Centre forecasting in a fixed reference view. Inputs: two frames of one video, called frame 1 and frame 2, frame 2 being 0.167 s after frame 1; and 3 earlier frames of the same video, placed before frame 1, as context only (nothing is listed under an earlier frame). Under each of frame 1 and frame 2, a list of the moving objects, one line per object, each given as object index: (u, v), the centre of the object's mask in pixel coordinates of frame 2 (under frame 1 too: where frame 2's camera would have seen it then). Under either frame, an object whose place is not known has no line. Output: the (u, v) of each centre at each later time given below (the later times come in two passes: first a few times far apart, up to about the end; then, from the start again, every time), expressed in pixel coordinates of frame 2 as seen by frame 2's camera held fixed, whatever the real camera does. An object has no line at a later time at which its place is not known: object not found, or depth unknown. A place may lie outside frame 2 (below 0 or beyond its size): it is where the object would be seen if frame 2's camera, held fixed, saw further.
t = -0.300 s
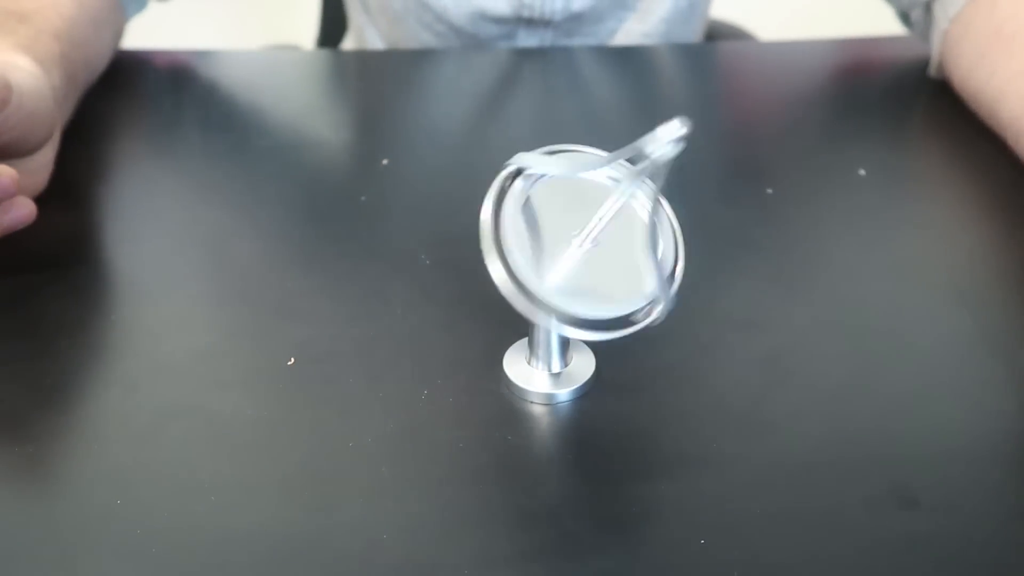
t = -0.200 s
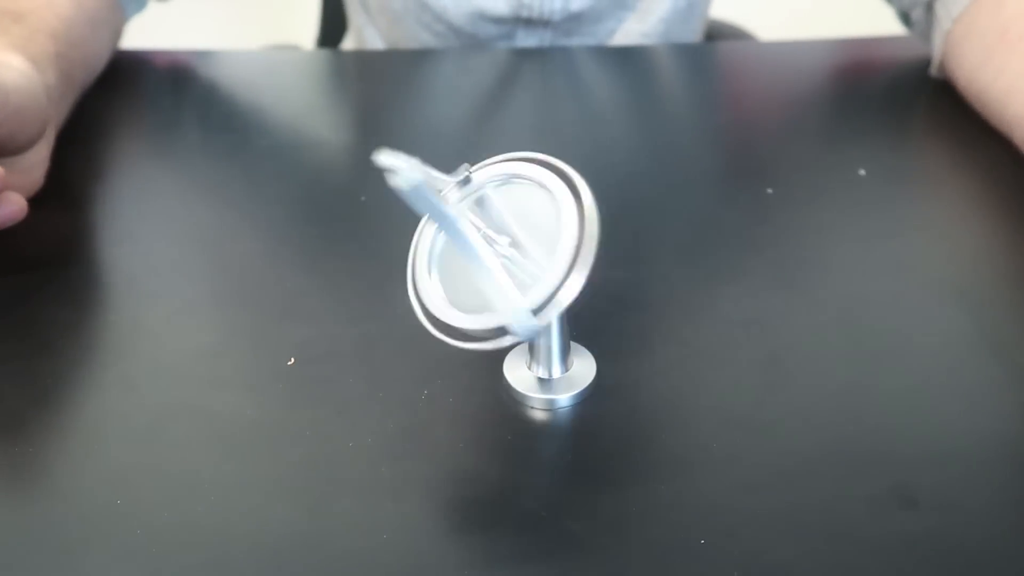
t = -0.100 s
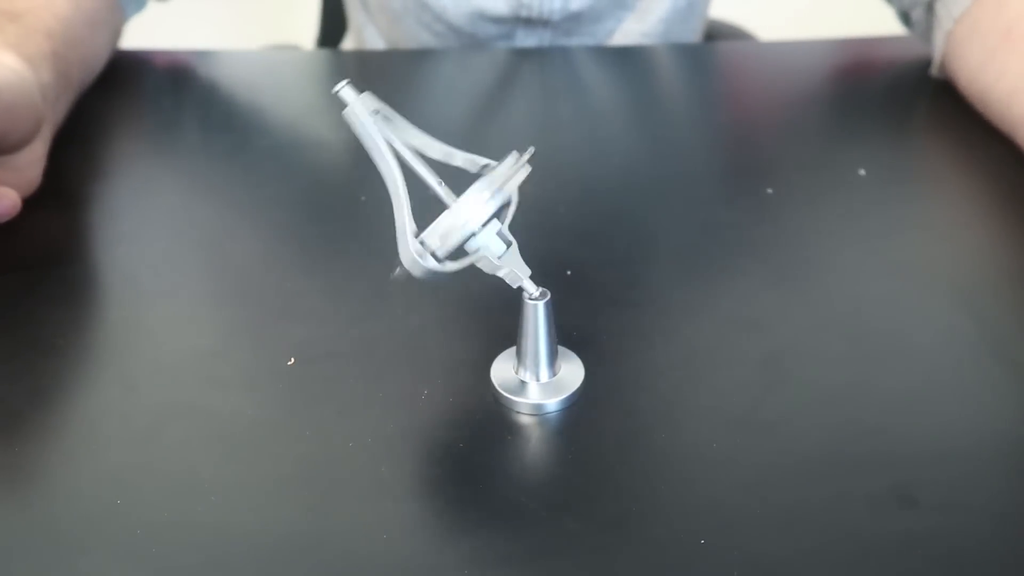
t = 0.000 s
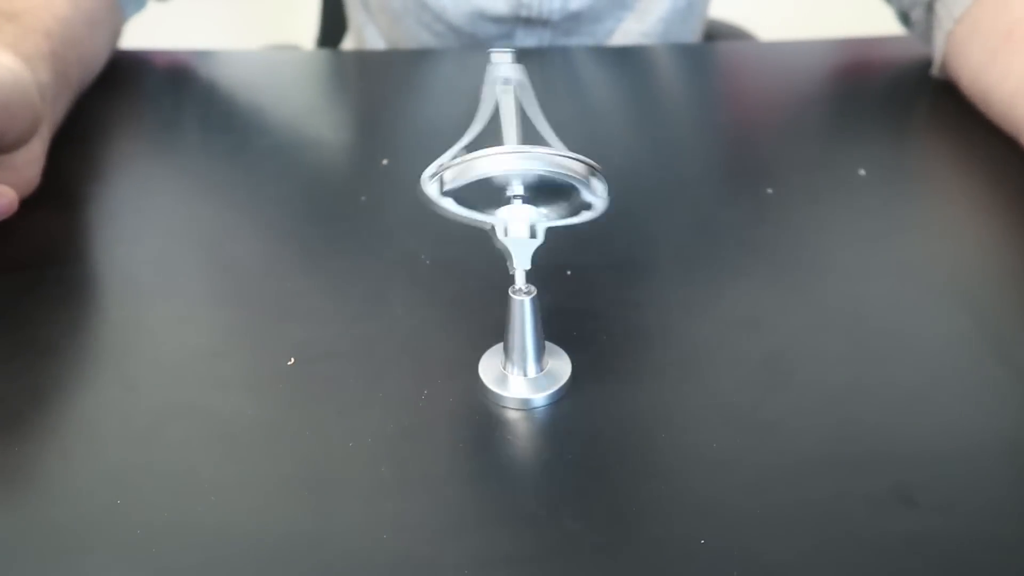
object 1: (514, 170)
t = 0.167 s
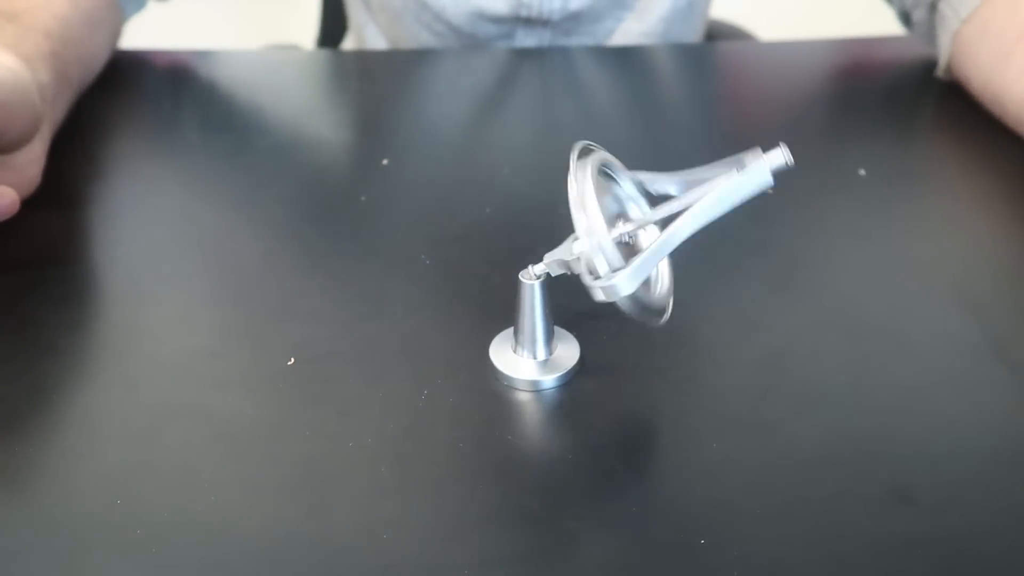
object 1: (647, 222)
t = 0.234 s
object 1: (610, 266)
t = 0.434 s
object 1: (413, 259)
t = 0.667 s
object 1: (571, 203)
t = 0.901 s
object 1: (592, 310)
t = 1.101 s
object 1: (402, 284)
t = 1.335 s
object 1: (549, 215)
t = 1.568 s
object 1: (656, 320)
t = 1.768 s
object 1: (469, 310)
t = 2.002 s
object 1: (592, 215)
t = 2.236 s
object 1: (699, 311)
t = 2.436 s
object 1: (565, 347)
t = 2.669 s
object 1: (451, 288)
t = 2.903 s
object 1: (538, 220)
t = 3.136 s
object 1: (613, 217)
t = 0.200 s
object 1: (635, 246)
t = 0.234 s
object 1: (610, 266)
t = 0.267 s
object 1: (578, 260)
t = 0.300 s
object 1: (549, 291)
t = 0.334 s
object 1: (515, 294)
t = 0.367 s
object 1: (465, 287)
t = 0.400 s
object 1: (428, 274)
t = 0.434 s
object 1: (413, 259)
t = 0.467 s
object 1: (414, 243)
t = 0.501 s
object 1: (424, 228)
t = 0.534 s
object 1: (446, 215)
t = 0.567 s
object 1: (477, 207)
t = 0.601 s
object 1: (508, 201)
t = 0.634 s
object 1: (541, 199)
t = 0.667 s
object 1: (571, 203)
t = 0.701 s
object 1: (599, 210)
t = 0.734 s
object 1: (625, 222)
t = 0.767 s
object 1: (648, 237)
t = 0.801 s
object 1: (658, 259)
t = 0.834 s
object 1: (651, 280)
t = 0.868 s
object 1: (631, 296)
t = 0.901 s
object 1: (592, 310)
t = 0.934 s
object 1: (556, 314)
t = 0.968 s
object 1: (527, 317)
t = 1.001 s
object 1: (492, 319)
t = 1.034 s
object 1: (452, 313)
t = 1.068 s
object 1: (421, 302)
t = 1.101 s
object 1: (402, 284)
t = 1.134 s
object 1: (397, 266)
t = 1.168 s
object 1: (408, 248)
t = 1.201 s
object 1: (427, 233)
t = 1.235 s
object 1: (451, 222)
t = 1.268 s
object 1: (482, 216)
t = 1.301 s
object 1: (515, 214)
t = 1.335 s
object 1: (549, 215)
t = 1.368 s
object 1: (584, 219)
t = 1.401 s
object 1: (617, 228)
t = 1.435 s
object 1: (645, 239)
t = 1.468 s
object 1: (668, 254)
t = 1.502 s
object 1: (677, 277)
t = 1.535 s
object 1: (670, 300)
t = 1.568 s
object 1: (656, 320)
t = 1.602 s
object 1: (622, 336)
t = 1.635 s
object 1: (586, 340)
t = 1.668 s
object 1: (551, 340)
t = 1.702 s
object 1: (518, 334)
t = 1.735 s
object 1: (487, 324)
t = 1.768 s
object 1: (469, 310)
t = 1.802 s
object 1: (464, 293)
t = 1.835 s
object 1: (472, 272)
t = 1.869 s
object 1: (491, 252)
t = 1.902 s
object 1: (514, 238)
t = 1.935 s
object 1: (538, 224)
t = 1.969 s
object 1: (565, 216)
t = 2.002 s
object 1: (592, 215)
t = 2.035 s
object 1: (617, 222)
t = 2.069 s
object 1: (641, 233)
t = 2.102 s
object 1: (662, 245)
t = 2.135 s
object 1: (682, 259)
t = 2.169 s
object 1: (696, 274)
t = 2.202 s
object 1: (702, 294)
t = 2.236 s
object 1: (699, 311)
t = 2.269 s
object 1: (687, 327)
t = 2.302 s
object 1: (666, 341)
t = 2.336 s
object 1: (639, 344)
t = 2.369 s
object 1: (613, 342)
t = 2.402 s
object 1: (589, 343)
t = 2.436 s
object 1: (565, 347)
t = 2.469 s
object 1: (538, 353)
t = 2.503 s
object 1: (508, 350)
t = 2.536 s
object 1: (484, 340)
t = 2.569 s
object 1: (468, 328)
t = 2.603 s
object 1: (457, 314)
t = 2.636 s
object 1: (452, 301)
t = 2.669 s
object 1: (451, 288)
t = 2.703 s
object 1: (457, 273)
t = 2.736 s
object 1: (466, 260)
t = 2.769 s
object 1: (477, 250)
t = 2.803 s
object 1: (490, 241)
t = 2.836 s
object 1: (504, 233)
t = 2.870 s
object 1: (520, 226)
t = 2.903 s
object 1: (538, 220)
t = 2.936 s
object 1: (554, 216)
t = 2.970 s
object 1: (568, 213)
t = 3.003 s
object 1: (578, 213)
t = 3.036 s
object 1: (587, 213)
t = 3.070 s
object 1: (597, 214)
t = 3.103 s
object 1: (606, 215)
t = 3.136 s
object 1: (613, 217)
